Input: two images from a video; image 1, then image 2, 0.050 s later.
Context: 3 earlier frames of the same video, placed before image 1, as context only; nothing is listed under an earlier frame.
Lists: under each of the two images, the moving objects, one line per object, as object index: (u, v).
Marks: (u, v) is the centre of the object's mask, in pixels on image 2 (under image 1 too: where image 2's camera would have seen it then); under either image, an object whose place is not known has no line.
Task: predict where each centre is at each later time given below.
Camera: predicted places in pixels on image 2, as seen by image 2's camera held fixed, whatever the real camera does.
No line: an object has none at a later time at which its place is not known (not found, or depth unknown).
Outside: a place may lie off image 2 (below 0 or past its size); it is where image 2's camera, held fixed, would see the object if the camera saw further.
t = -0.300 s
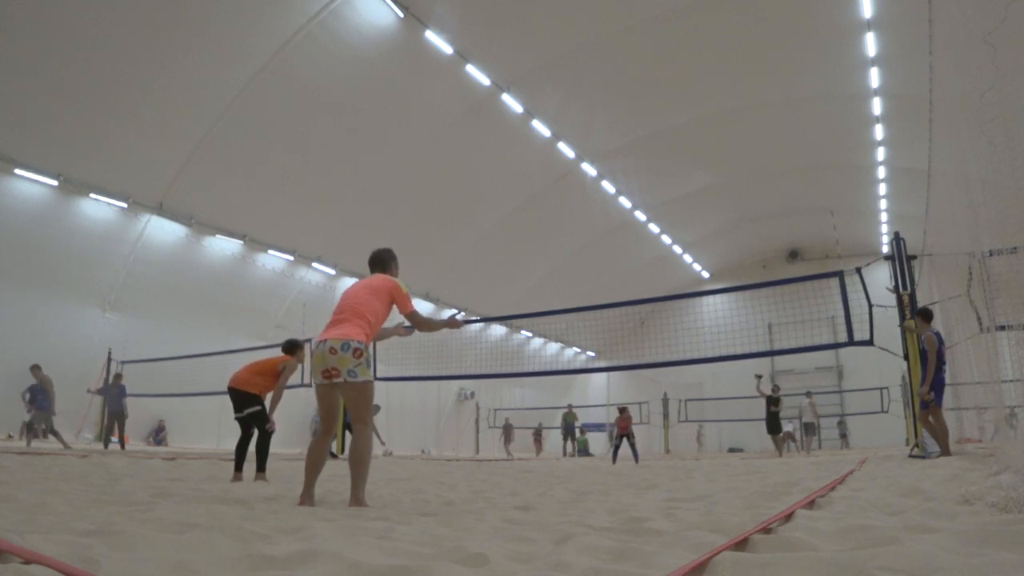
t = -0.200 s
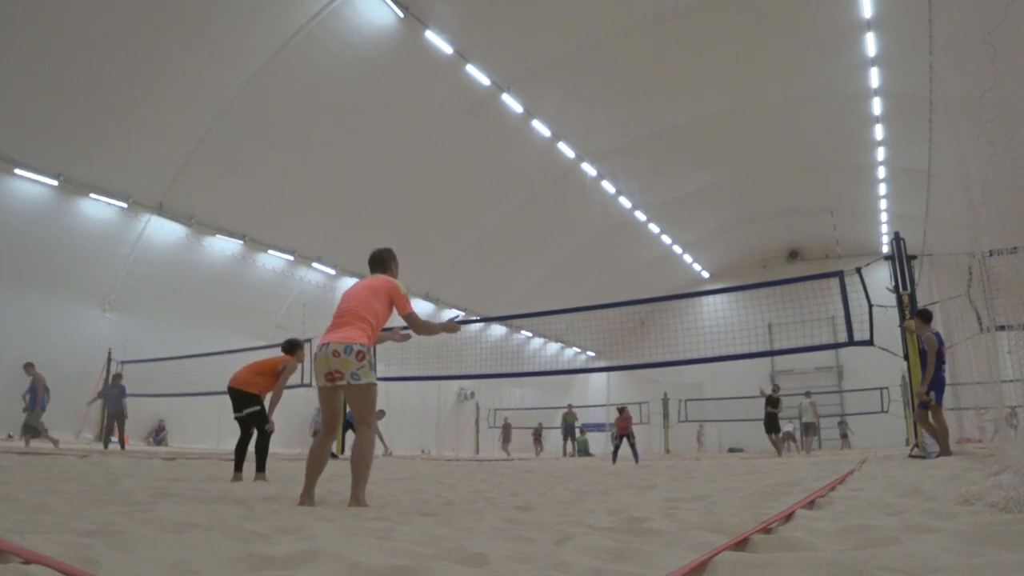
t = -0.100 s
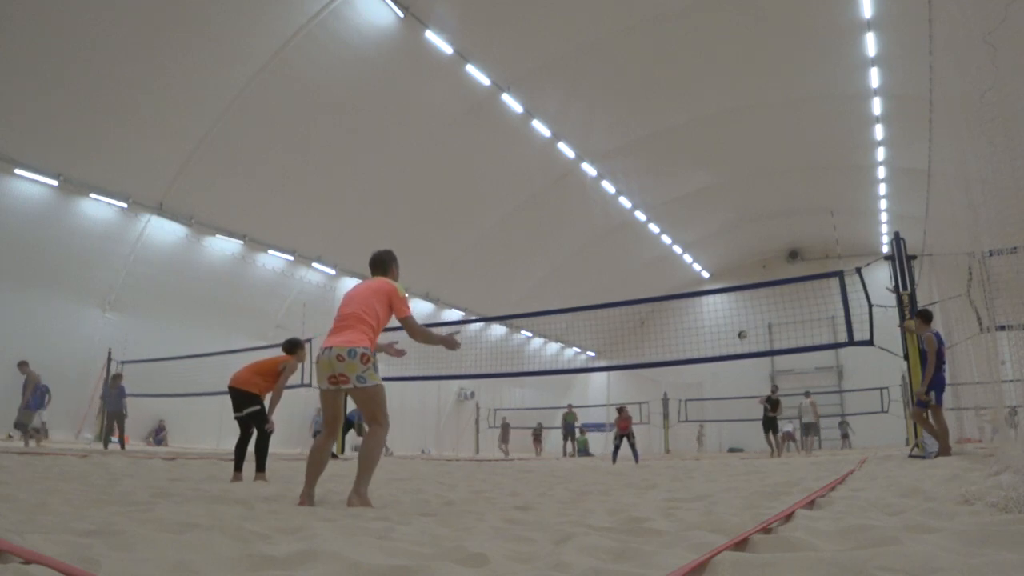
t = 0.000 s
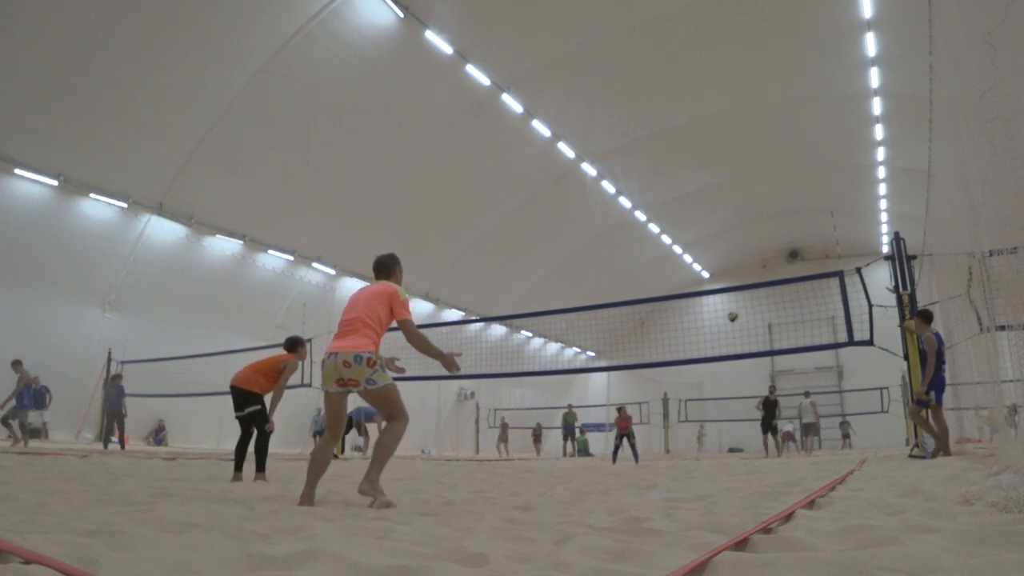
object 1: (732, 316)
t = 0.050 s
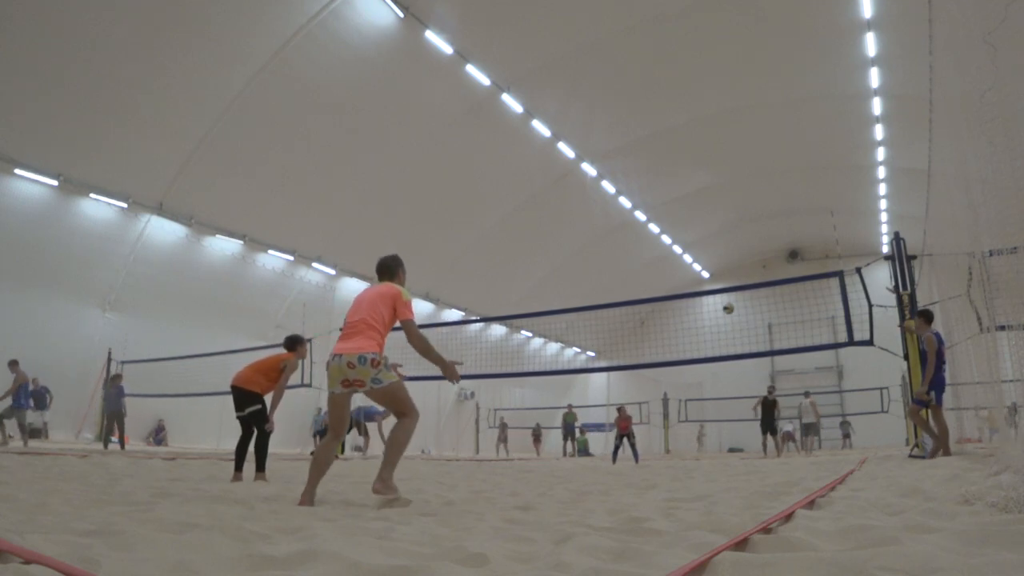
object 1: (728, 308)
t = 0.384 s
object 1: (693, 271)
